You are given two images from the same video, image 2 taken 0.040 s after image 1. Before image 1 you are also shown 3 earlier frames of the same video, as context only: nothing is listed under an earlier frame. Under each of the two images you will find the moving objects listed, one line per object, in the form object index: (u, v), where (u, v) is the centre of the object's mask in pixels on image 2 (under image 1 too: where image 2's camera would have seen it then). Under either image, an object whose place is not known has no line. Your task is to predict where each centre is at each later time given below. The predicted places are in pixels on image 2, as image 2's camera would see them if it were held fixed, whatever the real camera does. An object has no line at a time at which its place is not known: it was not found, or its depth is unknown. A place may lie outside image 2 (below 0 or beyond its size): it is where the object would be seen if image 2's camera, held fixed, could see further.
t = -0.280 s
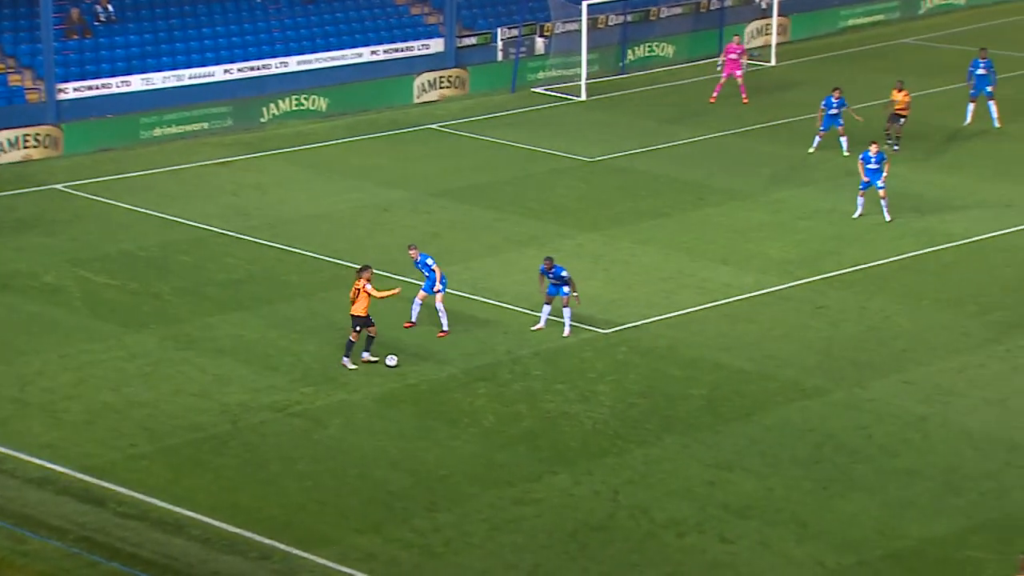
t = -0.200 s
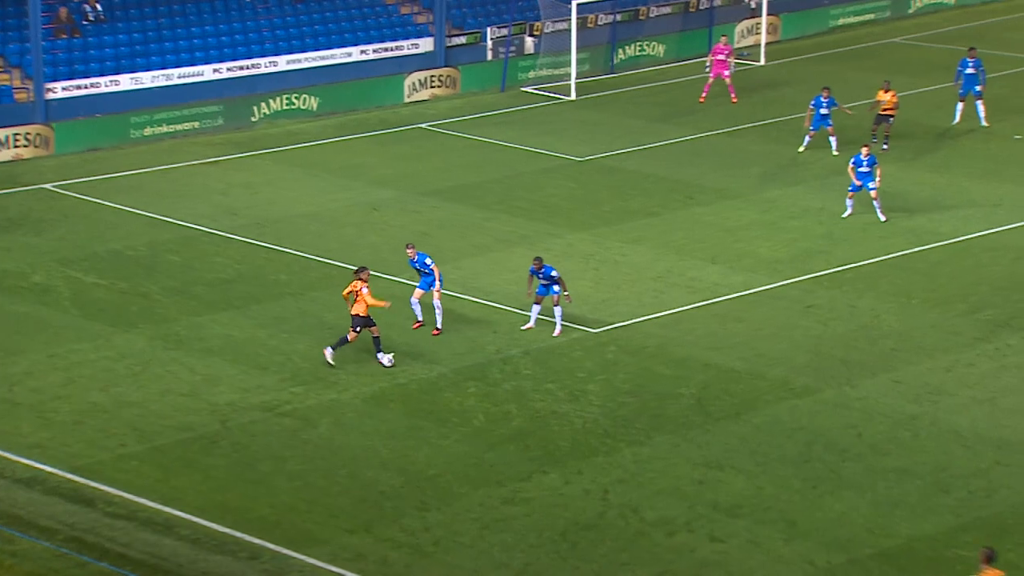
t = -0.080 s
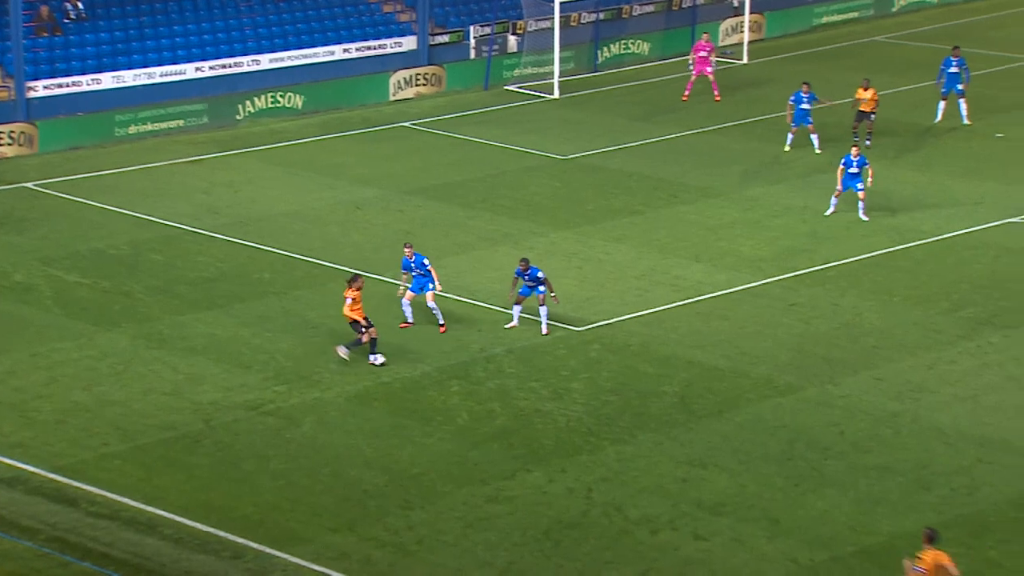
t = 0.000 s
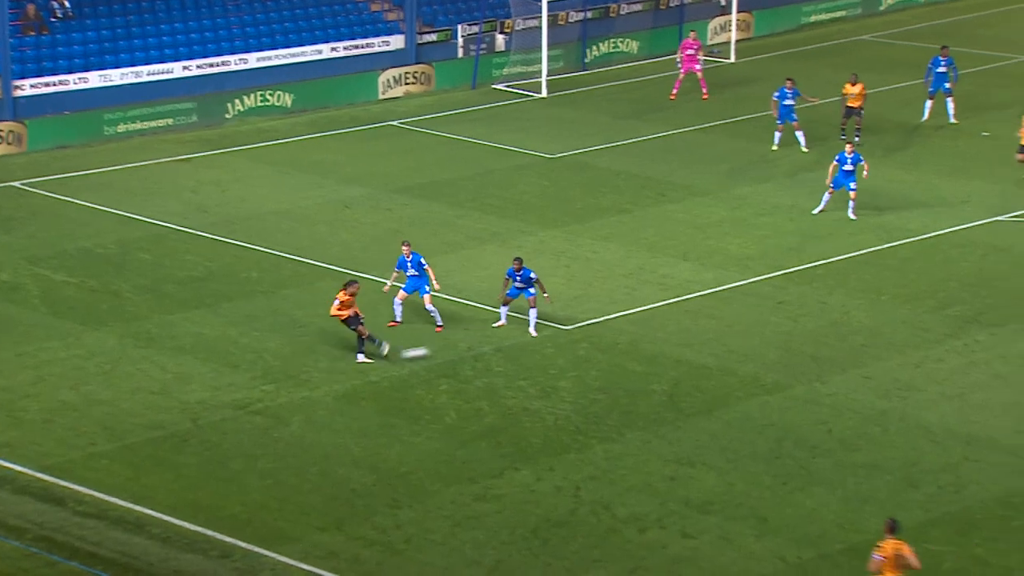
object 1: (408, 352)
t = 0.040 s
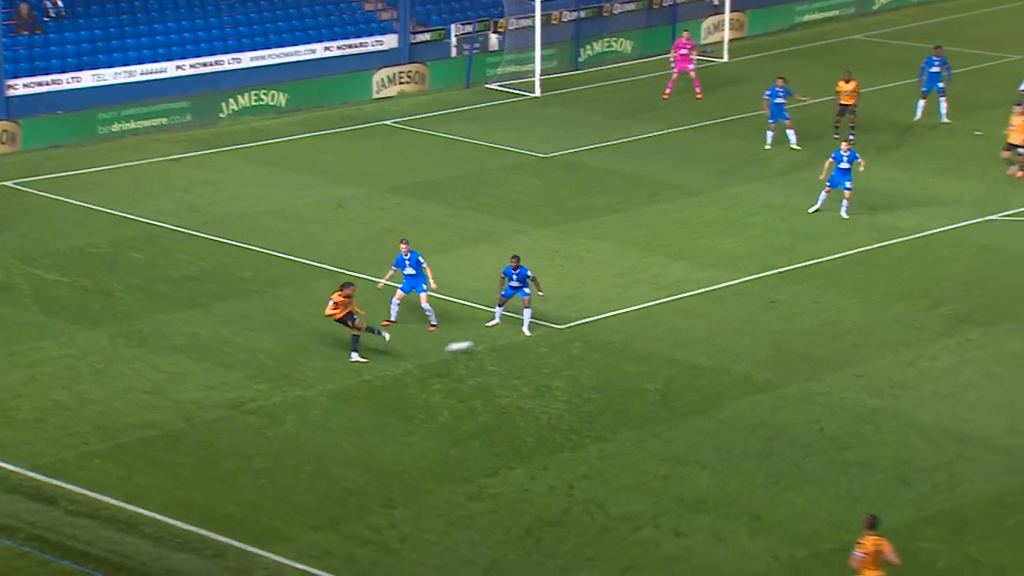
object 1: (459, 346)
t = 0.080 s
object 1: (507, 342)
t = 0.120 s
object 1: (555, 339)
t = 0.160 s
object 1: (600, 334)
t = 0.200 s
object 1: (641, 329)
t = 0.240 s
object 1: (682, 325)
